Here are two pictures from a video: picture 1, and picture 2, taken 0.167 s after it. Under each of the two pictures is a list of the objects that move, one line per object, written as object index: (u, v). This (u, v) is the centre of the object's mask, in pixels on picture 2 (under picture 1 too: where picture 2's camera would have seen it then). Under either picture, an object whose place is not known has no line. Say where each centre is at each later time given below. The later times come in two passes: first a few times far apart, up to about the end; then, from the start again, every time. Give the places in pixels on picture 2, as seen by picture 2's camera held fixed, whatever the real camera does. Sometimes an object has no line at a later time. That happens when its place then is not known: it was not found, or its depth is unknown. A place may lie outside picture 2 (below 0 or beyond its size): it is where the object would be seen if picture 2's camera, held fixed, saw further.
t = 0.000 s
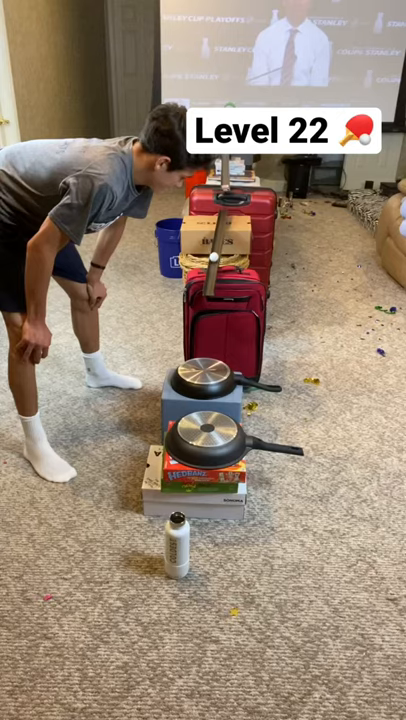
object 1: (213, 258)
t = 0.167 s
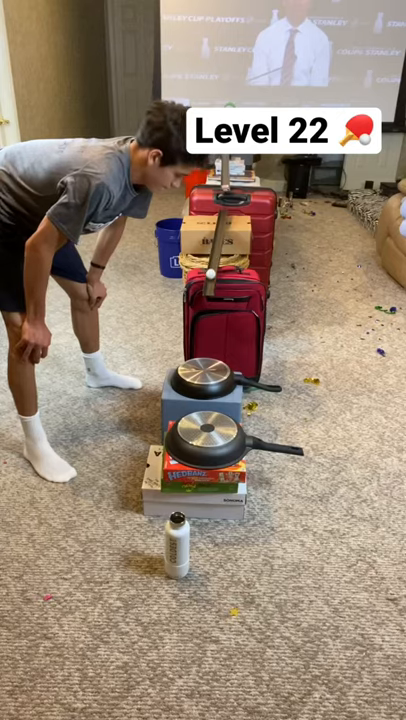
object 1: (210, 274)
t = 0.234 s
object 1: (209, 282)
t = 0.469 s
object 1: (202, 341)
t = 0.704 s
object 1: (197, 345)
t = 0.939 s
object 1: (189, 412)
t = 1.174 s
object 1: (181, 419)
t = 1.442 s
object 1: (165, 460)
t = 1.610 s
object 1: (145, 450)
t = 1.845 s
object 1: (128, 549)
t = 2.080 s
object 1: (113, 560)
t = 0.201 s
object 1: (209, 278)
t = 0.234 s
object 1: (209, 282)
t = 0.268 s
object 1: (208, 286)
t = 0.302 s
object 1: (208, 291)
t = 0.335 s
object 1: (207, 296)
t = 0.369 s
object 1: (206, 303)
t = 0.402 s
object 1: (205, 313)
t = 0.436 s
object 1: (204, 326)
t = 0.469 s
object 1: (202, 341)
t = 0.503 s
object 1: (202, 358)
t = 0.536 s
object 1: (201, 358)
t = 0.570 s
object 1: (200, 351)
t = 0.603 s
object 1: (199, 345)
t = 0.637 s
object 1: (198, 342)
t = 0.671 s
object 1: (198, 342)
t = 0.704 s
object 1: (197, 345)
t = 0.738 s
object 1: (196, 350)
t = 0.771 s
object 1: (195, 357)
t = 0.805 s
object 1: (194, 367)
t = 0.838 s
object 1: (192, 384)
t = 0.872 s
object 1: (191, 398)
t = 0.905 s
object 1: (190, 414)
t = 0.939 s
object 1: (189, 412)
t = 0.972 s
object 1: (188, 406)
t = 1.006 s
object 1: (187, 402)
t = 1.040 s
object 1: (185, 400)
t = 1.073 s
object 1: (184, 401)
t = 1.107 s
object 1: (183, 404)
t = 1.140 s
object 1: (182, 410)
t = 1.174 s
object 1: (181, 419)
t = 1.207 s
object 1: (179, 433)
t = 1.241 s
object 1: (178, 449)
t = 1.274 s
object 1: (178, 467)
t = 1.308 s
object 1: (176, 488)
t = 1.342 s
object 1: (174, 501)
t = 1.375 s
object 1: (170, 485)
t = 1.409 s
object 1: (167, 472)
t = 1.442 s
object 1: (165, 460)
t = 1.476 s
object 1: (160, 452)
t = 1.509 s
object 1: (156, 448)
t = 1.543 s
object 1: (153, 445)
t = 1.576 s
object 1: (149, 446)
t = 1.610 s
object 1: (145, 450)
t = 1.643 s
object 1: (142, 457)
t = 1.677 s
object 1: (139, 466)
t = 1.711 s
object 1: (136, 479)
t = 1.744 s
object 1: (134, 495)
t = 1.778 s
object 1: (132, 509)
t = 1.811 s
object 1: (131, 528)
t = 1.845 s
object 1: (128, 549)
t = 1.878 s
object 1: (126, 561)
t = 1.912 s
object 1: (125, 555)
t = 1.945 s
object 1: (122, 551)
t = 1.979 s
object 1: (119, 550)
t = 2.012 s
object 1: (117, 550)
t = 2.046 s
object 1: (114, 554)
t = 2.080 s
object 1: (113, 560)
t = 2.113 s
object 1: (110, 570)
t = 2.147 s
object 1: (108, 574)
